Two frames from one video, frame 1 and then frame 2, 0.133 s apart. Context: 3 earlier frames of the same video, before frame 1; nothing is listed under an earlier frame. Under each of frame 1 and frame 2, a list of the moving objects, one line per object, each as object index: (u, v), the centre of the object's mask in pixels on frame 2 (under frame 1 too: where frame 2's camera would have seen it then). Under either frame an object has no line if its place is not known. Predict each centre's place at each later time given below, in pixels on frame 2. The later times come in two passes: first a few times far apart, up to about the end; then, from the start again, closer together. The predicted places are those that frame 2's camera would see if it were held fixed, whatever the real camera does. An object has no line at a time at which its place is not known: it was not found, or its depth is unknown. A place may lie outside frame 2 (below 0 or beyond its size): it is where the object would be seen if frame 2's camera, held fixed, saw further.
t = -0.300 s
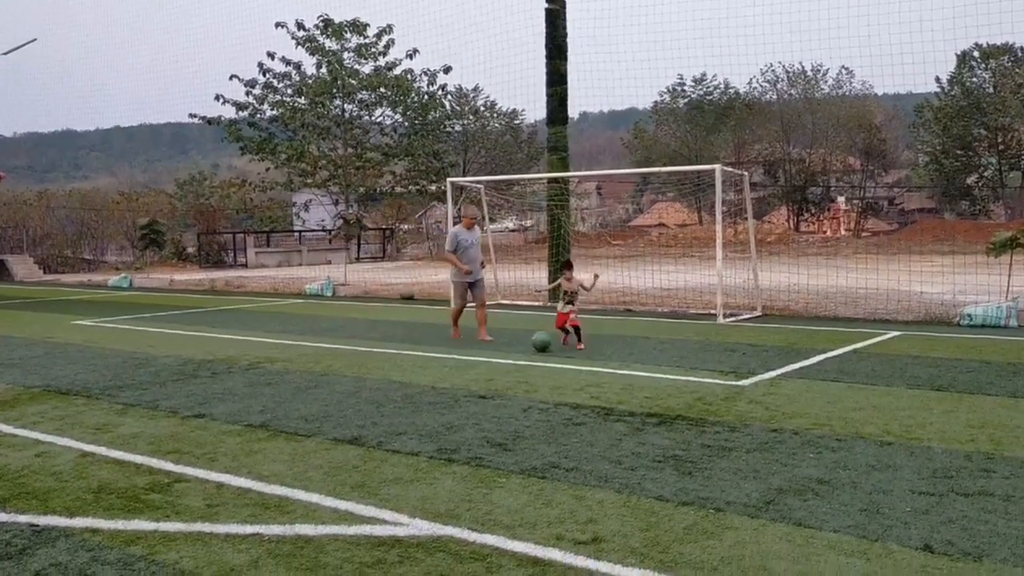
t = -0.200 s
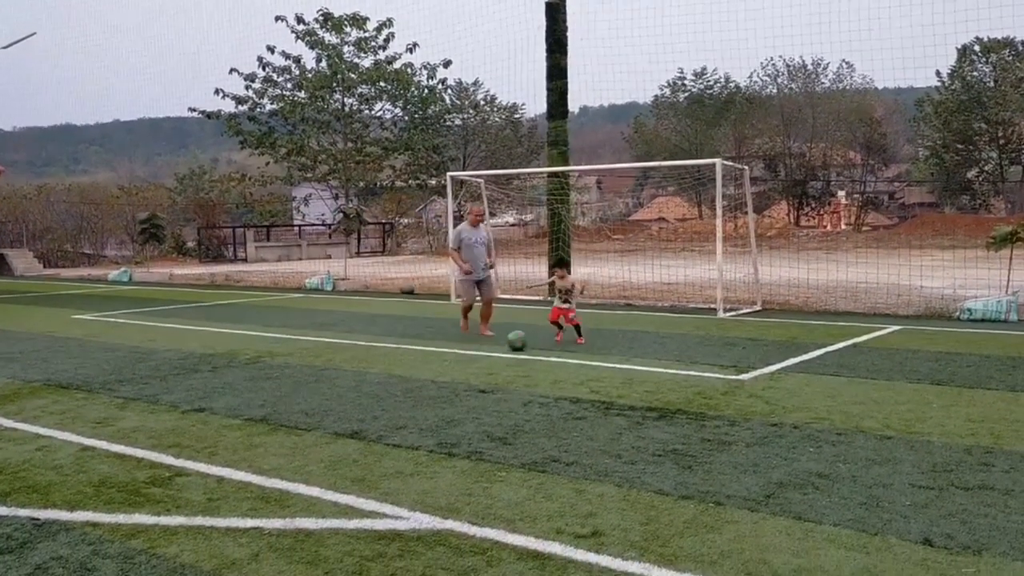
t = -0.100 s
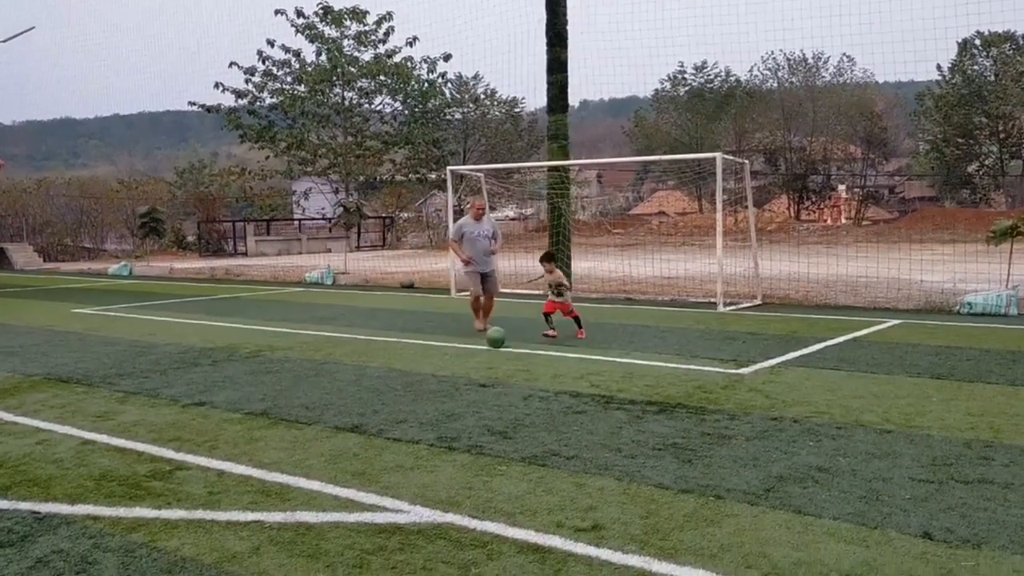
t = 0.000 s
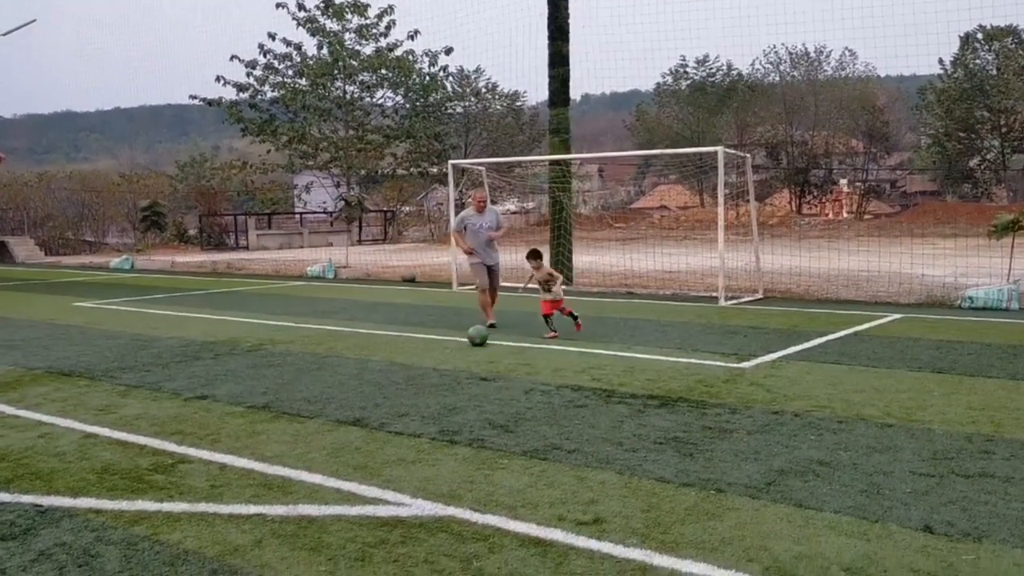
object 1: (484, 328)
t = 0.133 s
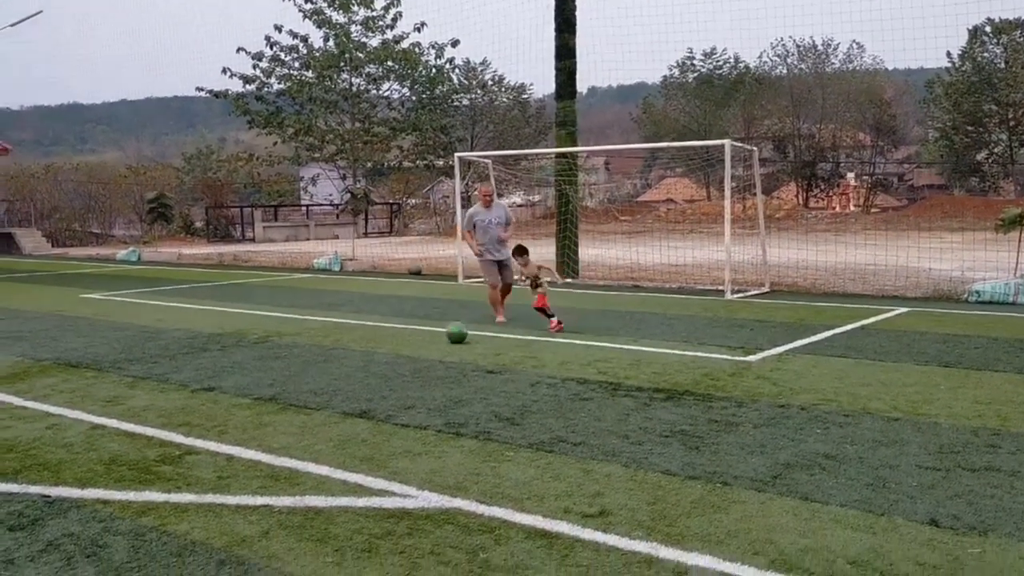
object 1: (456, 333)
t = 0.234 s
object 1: (435, 336)
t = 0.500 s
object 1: (376, 346)
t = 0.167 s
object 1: (450, 333)
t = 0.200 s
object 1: (443, 335)
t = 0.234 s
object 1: (435, 336)
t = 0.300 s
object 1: (420, 339)
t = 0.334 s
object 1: (413, 340)
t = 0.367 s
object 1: (406, 340)
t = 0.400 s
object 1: (399, 343)
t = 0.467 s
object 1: (384, 345)
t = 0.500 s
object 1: (376, 346)
